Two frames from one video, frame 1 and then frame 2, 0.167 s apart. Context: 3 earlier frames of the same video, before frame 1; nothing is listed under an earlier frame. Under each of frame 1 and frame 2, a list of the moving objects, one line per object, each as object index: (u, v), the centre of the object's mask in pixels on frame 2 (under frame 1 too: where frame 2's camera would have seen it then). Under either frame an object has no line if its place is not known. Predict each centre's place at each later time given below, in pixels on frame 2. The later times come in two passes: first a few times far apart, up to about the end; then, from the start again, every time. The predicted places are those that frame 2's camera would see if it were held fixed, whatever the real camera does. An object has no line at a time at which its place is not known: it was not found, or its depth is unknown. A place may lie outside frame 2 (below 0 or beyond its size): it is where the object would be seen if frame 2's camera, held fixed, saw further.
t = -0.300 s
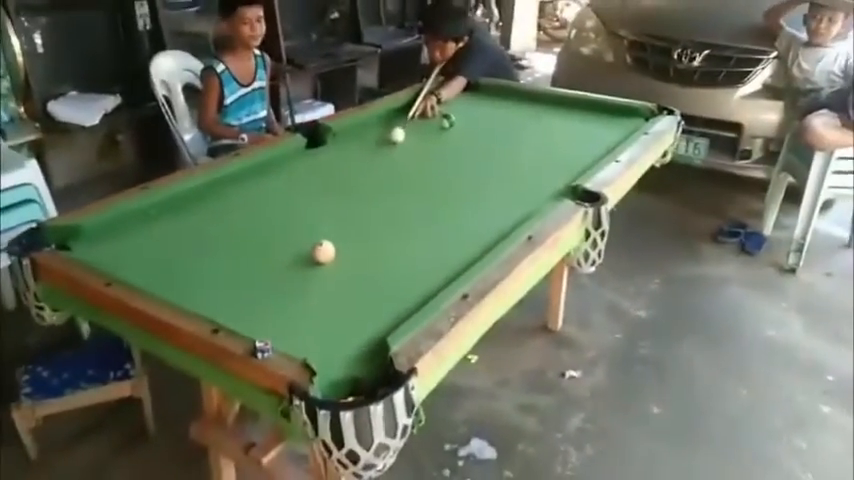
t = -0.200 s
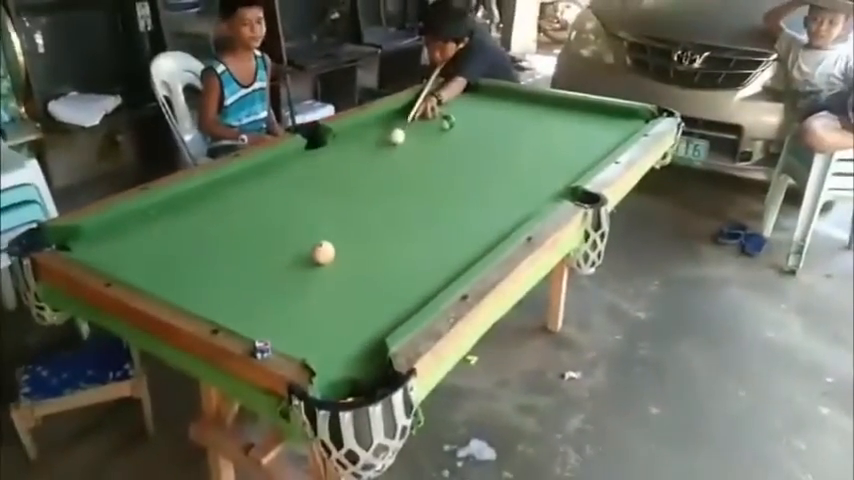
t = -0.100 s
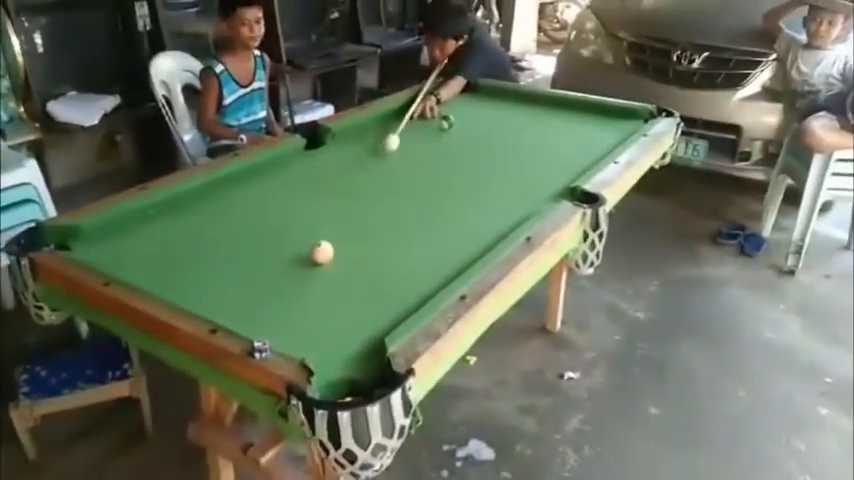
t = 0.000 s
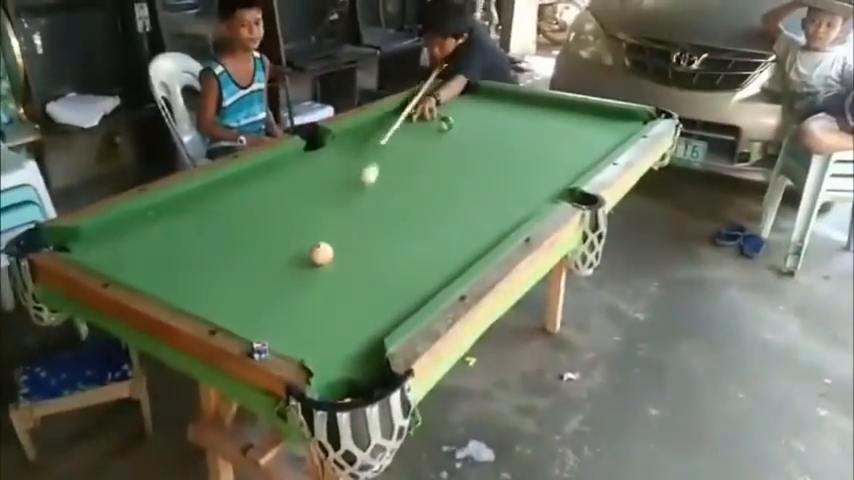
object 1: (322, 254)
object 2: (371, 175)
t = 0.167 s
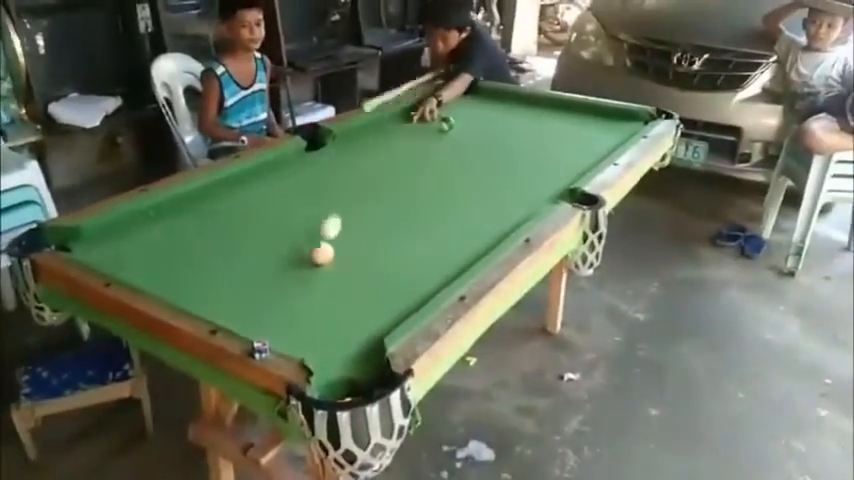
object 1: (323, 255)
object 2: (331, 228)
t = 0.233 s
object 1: (327, 265)
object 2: (308, 245)
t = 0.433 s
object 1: (346, 335)
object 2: (222, 273)
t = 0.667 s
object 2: (200, 271)
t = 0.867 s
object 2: (232, 247)
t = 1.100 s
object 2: (262, 225)
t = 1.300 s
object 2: (283, 209)
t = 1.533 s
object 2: (306, 192)
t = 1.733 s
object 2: (321, 180)
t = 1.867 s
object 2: (331, 173)
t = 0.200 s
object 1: (323, 255)
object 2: (322, 237)
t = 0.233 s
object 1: (327, 265)
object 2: (308, 245)
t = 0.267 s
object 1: (331, 277)
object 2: (294, 248)
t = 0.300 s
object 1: (334, 289)
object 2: (280, 252)
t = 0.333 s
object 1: (337, 301)
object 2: (266, 257)
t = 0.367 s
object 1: (340, 312)
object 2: (252, 262)
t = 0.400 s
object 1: (343, 323)
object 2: (237, 268)
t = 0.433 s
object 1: (346, 335)
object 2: (222, 273)
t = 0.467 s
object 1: (349, 346)
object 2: (206, 278)
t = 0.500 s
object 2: (190, 284)
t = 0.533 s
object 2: (178, 287)
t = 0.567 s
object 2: (184, 283)
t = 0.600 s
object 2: (189, 279)
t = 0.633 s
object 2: (195, 275)
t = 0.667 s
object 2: (200, 271)
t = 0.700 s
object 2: (206, 267)
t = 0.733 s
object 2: (211, 262)
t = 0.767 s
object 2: (217, 259)
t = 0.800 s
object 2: (222, 255)
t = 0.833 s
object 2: (227, 250)
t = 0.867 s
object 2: (232, 247)
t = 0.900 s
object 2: (236, 244)
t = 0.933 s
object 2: (241, 240)
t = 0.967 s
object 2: (245, 237)
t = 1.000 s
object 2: (249, 234)
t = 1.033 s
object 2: (253, 230)
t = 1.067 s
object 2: (258, 227)
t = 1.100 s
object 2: (262, 225)
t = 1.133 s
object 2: (265, 222)
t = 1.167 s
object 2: (270, 219)
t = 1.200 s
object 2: (273, 216)
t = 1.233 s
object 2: (277, 213)
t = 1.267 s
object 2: (280, 211)
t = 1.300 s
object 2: (283, 209)
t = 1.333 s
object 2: (287, 206)
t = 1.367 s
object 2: (290, 204)
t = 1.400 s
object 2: (293, 201)
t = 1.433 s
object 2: (296, 199)
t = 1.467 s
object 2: (299, 197)
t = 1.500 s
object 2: (303, 195)
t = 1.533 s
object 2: (306, 192)
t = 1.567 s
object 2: (308, 190)
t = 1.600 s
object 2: (311, 188)
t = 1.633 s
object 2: (314, 186)
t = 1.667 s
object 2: (317, 184)
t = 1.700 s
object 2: (319, 182)
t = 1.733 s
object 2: (321, 180)
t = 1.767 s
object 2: (324, 179)
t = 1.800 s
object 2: (326, 176)
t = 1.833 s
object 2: (329, 175)
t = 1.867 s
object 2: (331, 173)
